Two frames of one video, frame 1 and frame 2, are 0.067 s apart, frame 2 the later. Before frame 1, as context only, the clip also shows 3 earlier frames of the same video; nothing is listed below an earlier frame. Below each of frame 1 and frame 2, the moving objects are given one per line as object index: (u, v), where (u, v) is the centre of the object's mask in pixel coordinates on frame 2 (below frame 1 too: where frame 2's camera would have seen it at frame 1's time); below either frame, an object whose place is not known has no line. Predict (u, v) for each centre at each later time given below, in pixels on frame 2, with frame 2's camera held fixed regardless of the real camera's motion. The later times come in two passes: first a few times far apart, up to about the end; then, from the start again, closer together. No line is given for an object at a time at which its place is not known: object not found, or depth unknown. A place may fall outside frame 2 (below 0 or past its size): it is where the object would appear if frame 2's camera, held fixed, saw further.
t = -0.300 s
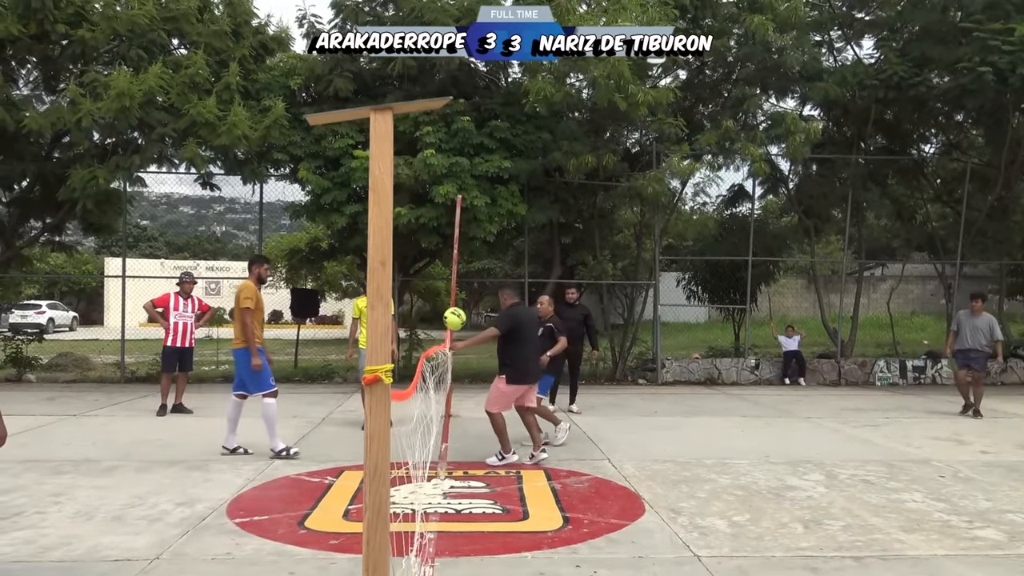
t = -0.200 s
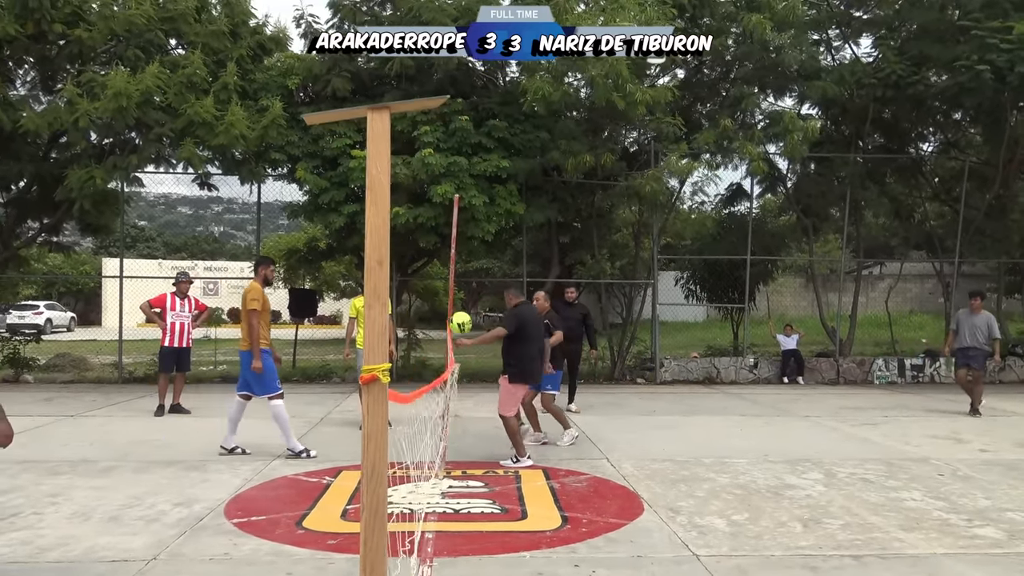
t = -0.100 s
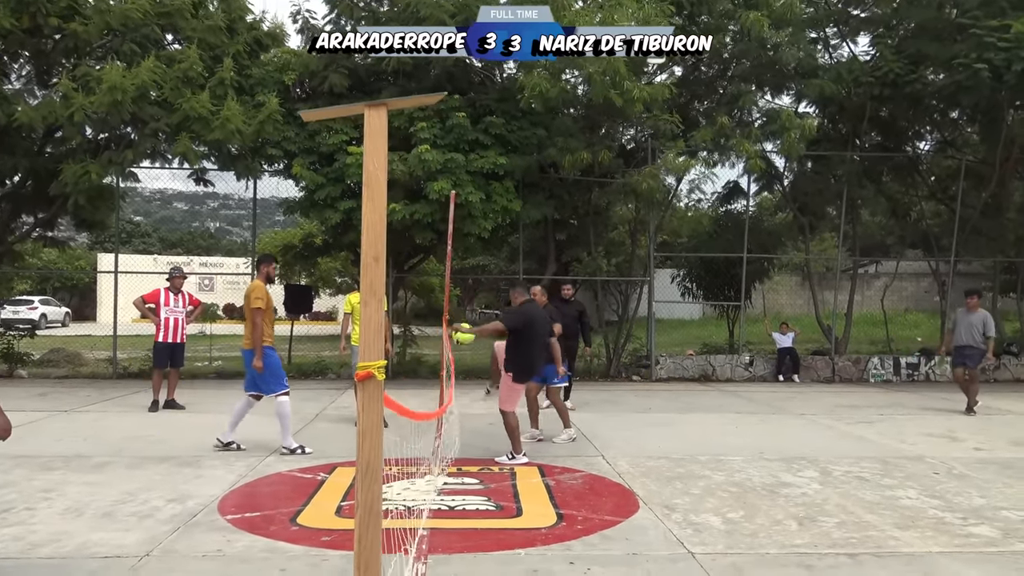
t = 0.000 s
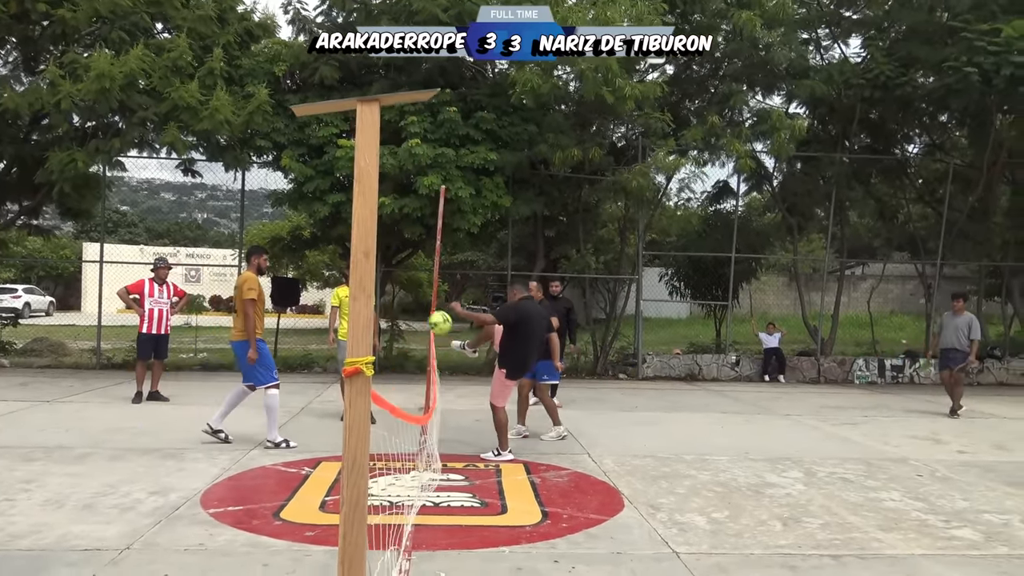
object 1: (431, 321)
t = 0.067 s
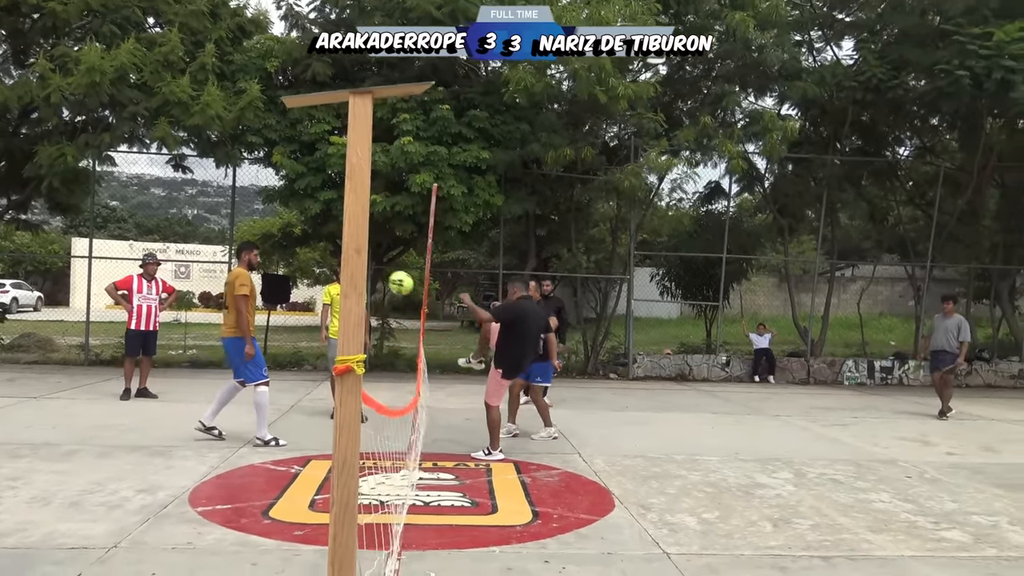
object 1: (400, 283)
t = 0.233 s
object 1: (319, 202)
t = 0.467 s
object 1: (184, 127)
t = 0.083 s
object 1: (393, 274)
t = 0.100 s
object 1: (385, 265)
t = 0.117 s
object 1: (378, 257)
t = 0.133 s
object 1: (375, 248)
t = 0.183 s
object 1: (339, 224)
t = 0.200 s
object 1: (335, 216)
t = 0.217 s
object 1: (327, 209)
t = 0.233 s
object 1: (319, 202)
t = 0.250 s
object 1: (309, 195)
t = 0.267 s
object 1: (301, 188)
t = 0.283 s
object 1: (292, 182)
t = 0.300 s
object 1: (282, 176)
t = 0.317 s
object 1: (274, 170)
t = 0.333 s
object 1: (264, 164)
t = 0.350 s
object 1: (254, 158)
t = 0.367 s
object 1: (245, 153)
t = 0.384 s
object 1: (236, 149)
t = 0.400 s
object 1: (226, 144)
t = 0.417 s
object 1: (216, 139)
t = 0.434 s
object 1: (206, 135)
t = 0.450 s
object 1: (195, 131)
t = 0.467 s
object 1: (184, 127)
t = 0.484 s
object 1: (174, 124)
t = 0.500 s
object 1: (163, 121)
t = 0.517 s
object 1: (152, 118)
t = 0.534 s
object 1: (141, 115)
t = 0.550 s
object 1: (130, 113)
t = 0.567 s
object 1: (119, 111)
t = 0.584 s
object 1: (108, 110)
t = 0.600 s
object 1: (97, 109)
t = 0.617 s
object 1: (84, 108)
